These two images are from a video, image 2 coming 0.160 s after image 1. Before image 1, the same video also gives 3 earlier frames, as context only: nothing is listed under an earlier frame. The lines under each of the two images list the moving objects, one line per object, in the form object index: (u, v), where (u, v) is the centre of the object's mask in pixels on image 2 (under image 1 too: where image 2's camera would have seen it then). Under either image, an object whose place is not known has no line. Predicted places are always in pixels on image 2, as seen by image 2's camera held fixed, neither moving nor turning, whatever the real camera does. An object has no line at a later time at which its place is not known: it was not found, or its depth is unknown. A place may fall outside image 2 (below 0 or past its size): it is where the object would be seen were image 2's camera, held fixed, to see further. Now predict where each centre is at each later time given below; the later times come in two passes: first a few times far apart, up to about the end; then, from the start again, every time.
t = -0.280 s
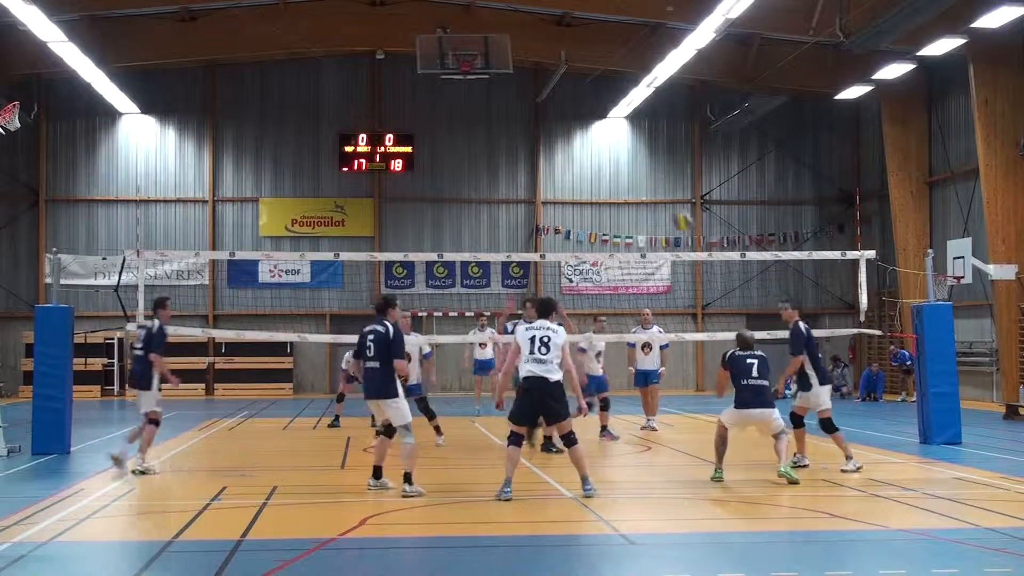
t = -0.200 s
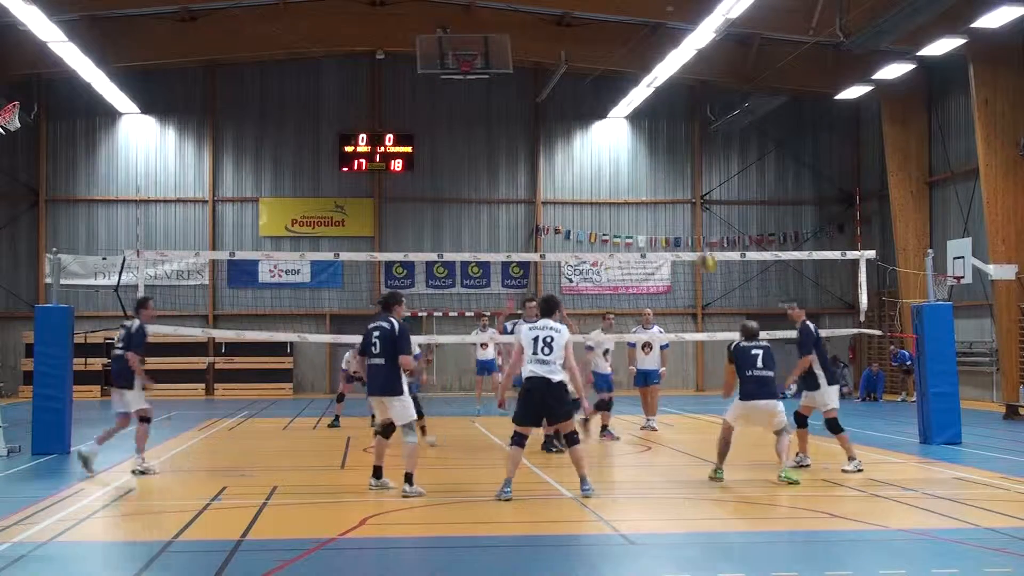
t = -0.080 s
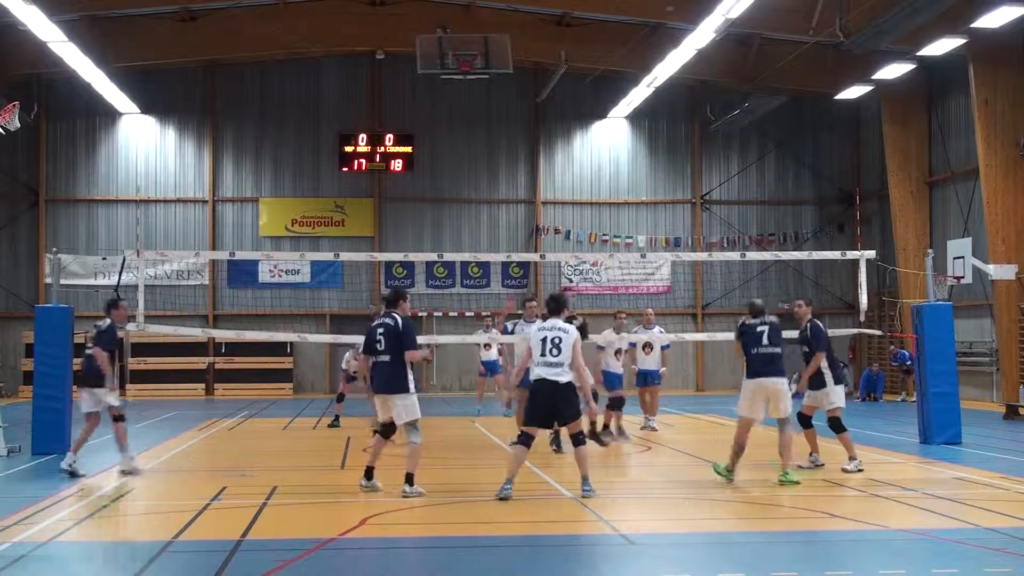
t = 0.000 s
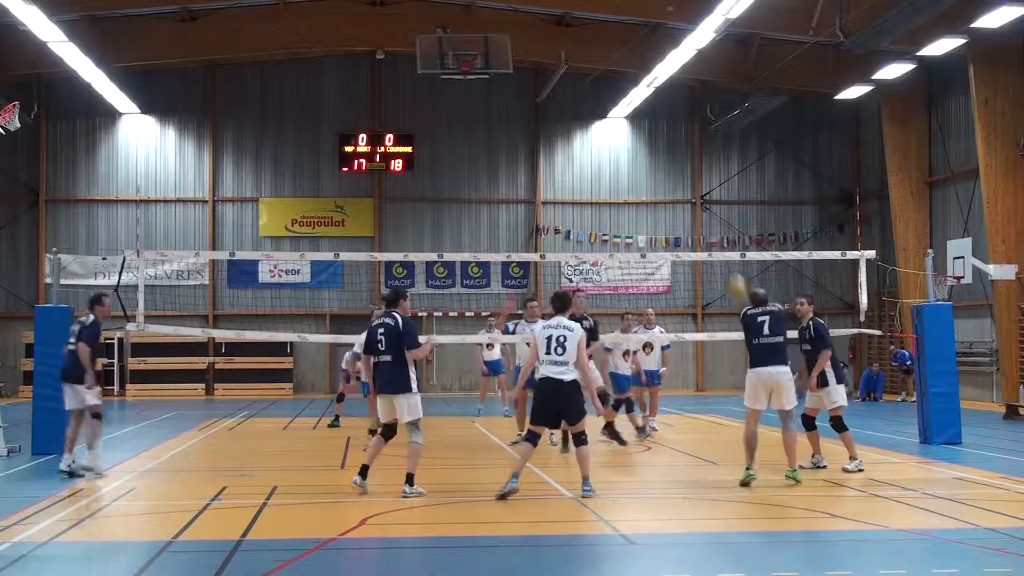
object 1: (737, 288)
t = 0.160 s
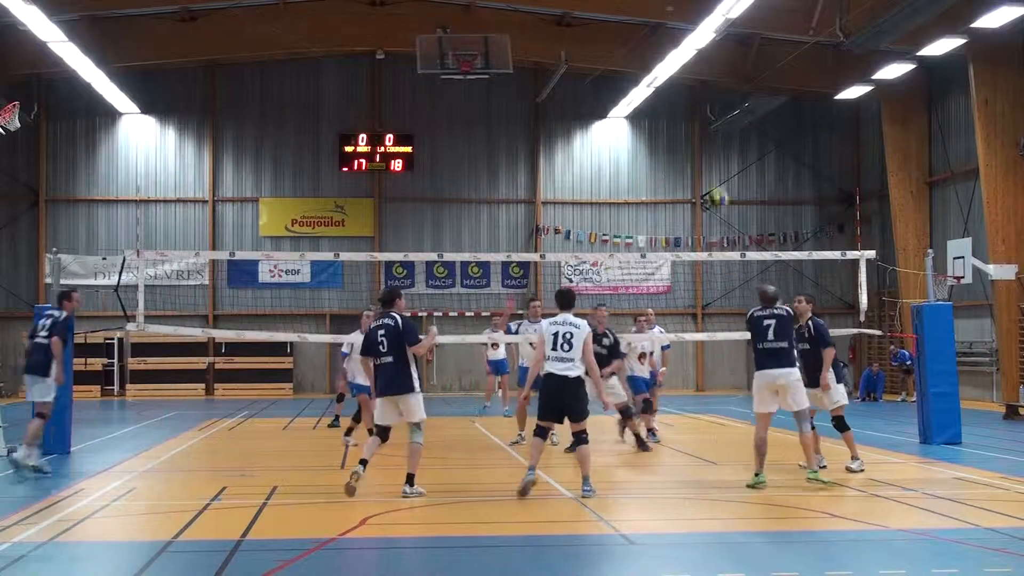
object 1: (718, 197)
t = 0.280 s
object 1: (704, 154)
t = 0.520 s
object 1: (682, 108)
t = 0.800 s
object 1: (656, 121)
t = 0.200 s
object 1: (713, 180)
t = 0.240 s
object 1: (708, 166)
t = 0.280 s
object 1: (704, 154)
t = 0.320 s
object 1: (701, 142)
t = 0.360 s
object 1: (698, 132)
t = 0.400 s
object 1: (693, 124)
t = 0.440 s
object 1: (689, 117)
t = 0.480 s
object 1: (685, 112)
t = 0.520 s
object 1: (682, 108)
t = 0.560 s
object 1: (679, 105)
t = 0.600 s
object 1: (673, 105)
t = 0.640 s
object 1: (670, 105)
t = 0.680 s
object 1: (666, 108)
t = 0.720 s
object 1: (663, 112)
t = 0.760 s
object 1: (658, 114)
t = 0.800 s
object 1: (656, 121)
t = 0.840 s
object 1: (653, 129)
